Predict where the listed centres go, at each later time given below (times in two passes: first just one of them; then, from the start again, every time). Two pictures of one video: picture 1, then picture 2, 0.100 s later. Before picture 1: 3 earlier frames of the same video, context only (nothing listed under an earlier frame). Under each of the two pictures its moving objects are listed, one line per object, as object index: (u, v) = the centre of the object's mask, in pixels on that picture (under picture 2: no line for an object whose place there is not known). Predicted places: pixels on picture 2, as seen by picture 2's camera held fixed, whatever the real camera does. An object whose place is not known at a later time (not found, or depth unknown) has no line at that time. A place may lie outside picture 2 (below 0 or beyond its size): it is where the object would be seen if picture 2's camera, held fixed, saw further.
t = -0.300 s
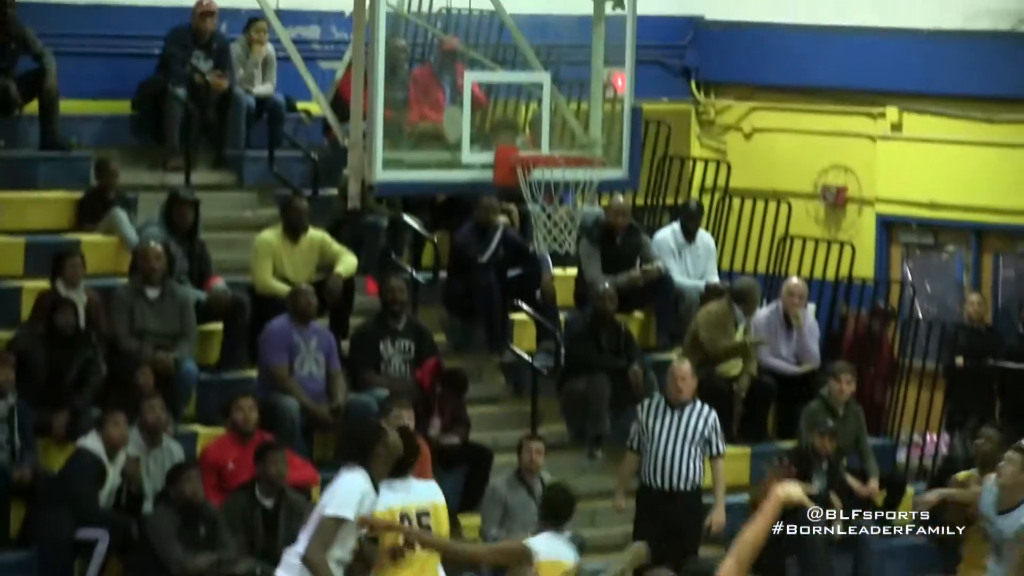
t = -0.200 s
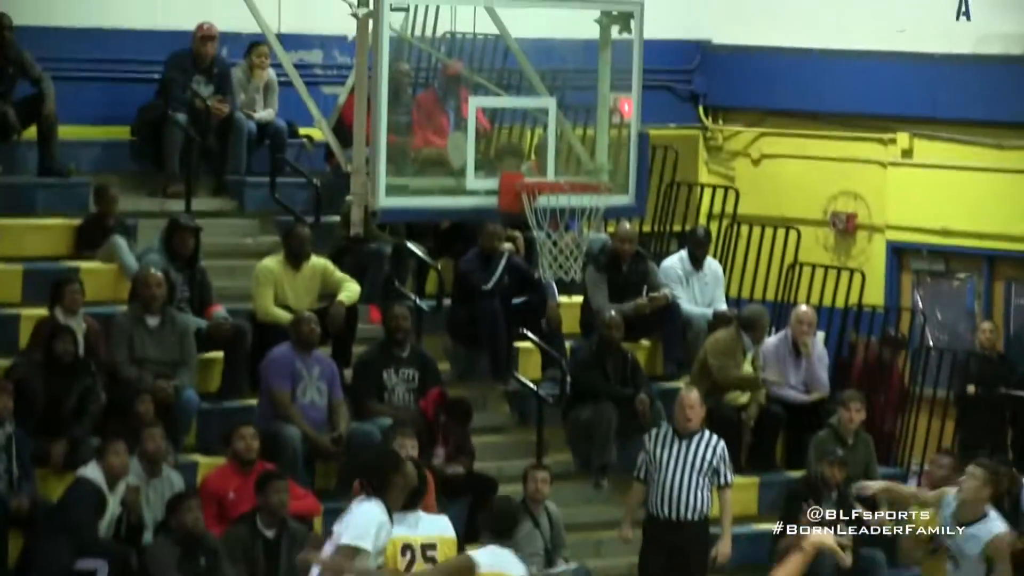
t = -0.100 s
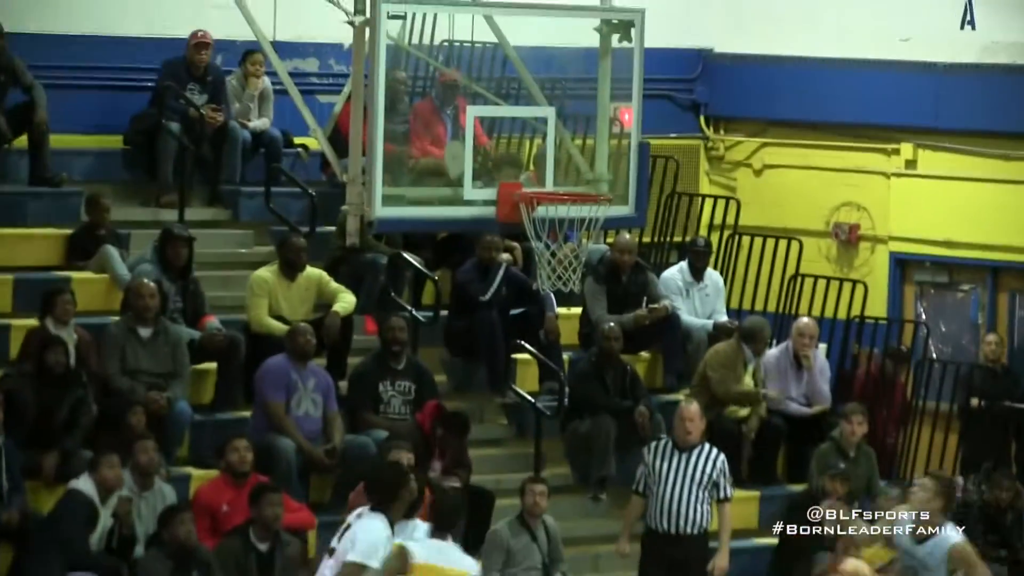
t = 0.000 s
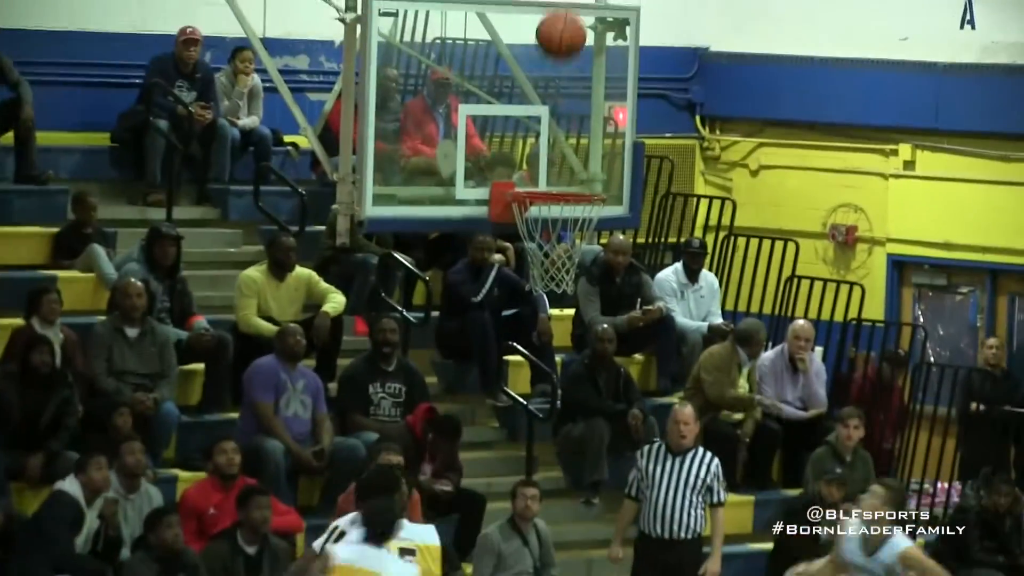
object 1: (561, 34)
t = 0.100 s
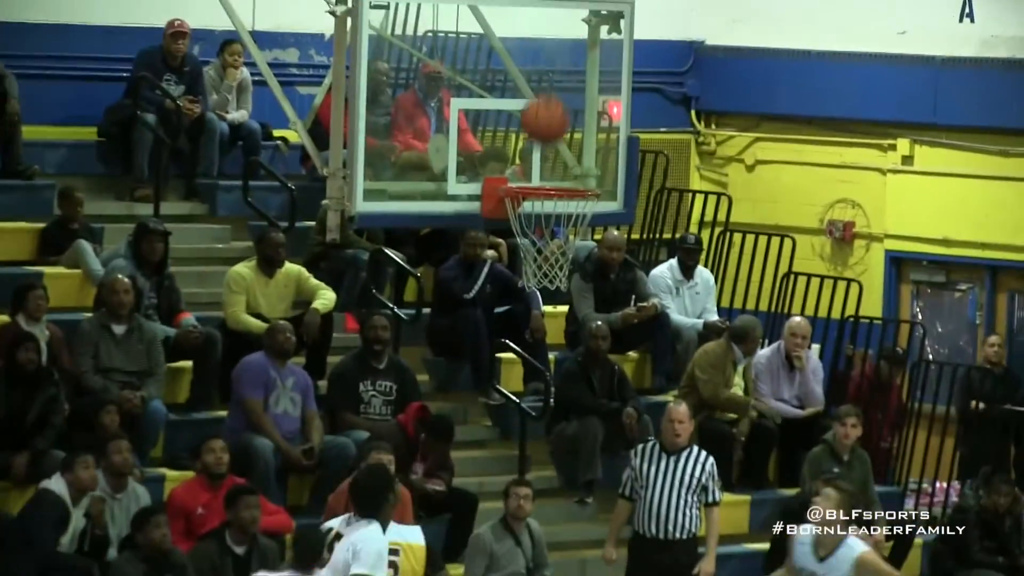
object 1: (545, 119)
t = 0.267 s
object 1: (575, 245)
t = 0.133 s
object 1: (542, 156)
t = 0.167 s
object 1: (540, 179)
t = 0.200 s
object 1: (553, 219)
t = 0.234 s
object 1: (568, 245)
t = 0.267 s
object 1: (575, 245)
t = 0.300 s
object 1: (580, 236)
